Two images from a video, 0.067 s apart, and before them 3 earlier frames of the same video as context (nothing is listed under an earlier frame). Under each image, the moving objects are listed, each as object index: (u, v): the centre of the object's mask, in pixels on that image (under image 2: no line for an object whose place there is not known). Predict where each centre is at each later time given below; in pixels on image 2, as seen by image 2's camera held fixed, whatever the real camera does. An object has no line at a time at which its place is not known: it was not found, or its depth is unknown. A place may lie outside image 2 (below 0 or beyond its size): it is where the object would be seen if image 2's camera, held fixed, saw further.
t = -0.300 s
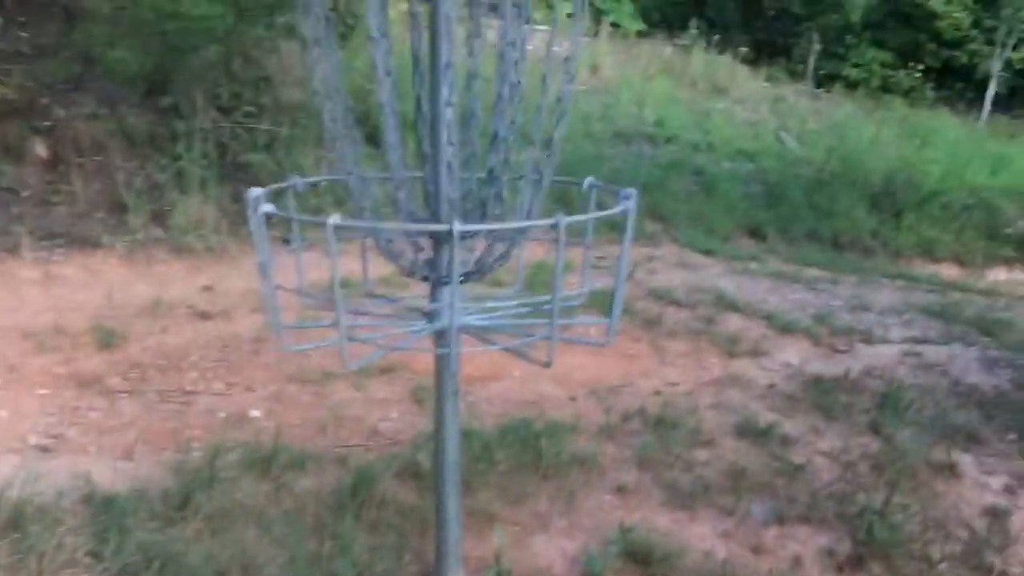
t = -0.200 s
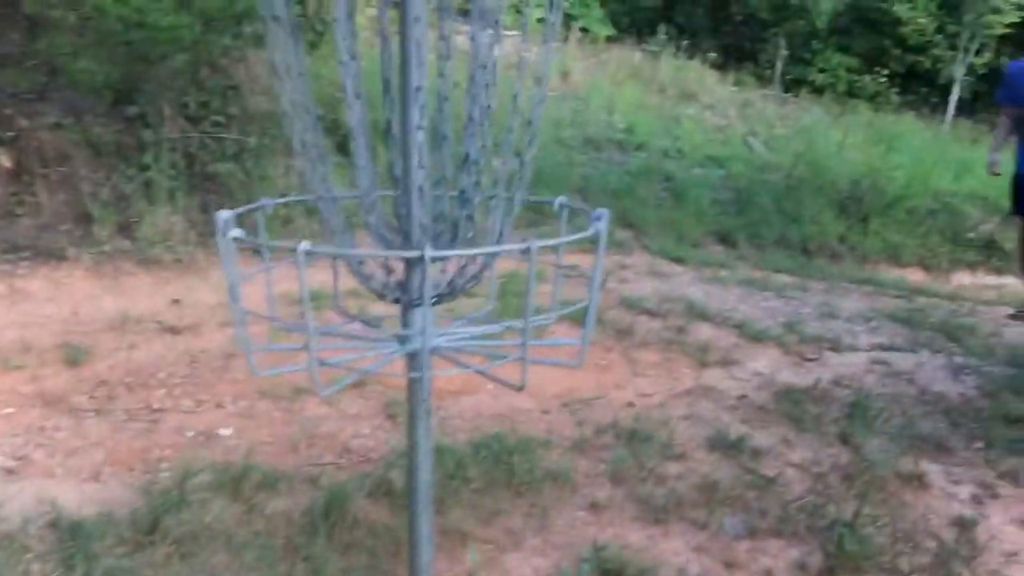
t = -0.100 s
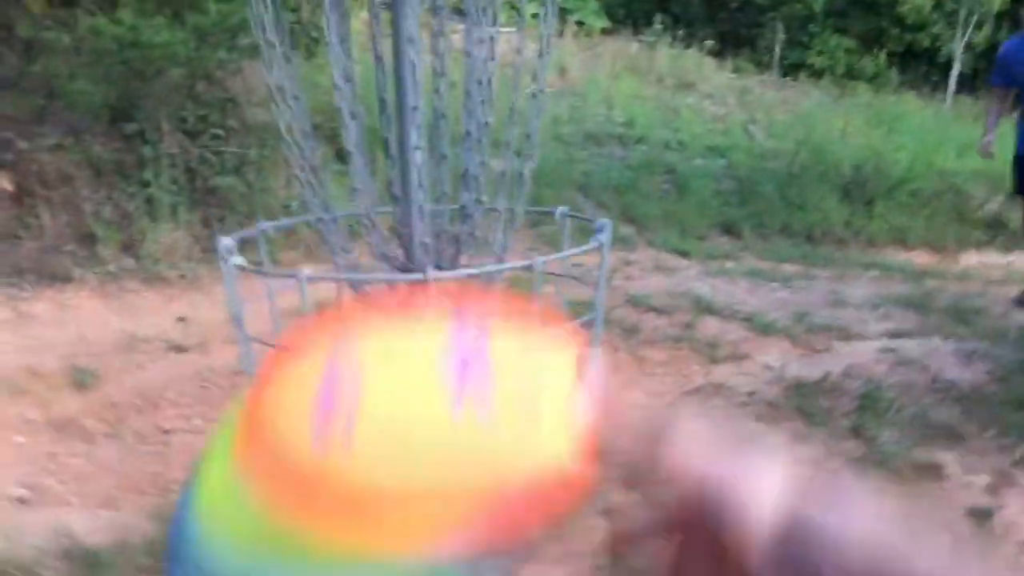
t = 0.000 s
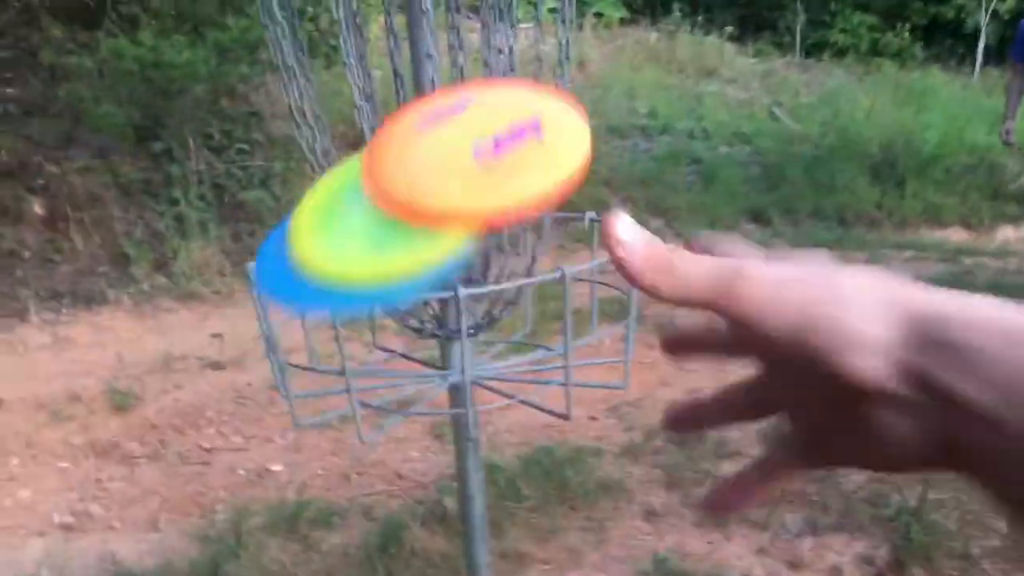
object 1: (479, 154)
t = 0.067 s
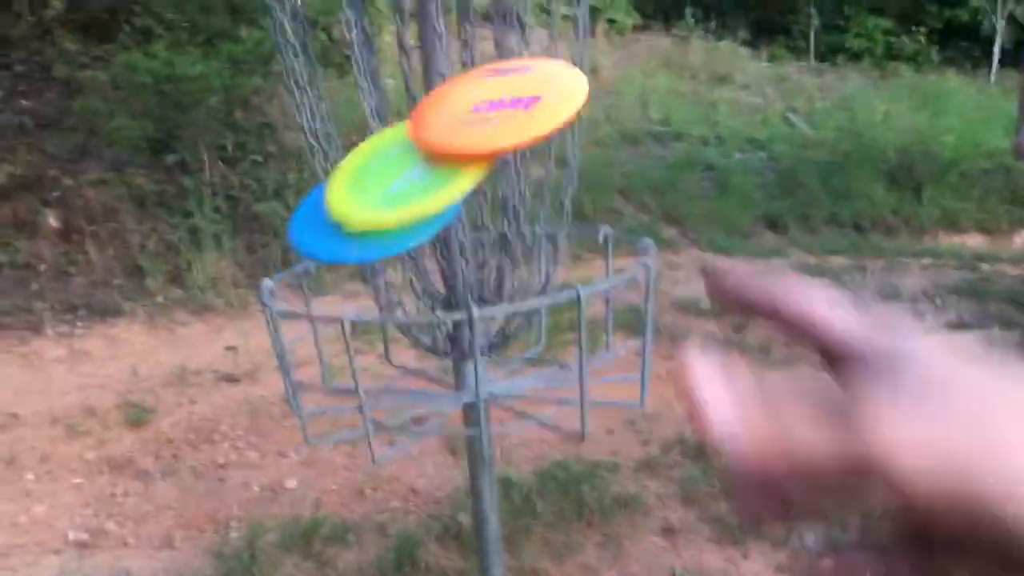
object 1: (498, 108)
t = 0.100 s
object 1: (504, 93)
